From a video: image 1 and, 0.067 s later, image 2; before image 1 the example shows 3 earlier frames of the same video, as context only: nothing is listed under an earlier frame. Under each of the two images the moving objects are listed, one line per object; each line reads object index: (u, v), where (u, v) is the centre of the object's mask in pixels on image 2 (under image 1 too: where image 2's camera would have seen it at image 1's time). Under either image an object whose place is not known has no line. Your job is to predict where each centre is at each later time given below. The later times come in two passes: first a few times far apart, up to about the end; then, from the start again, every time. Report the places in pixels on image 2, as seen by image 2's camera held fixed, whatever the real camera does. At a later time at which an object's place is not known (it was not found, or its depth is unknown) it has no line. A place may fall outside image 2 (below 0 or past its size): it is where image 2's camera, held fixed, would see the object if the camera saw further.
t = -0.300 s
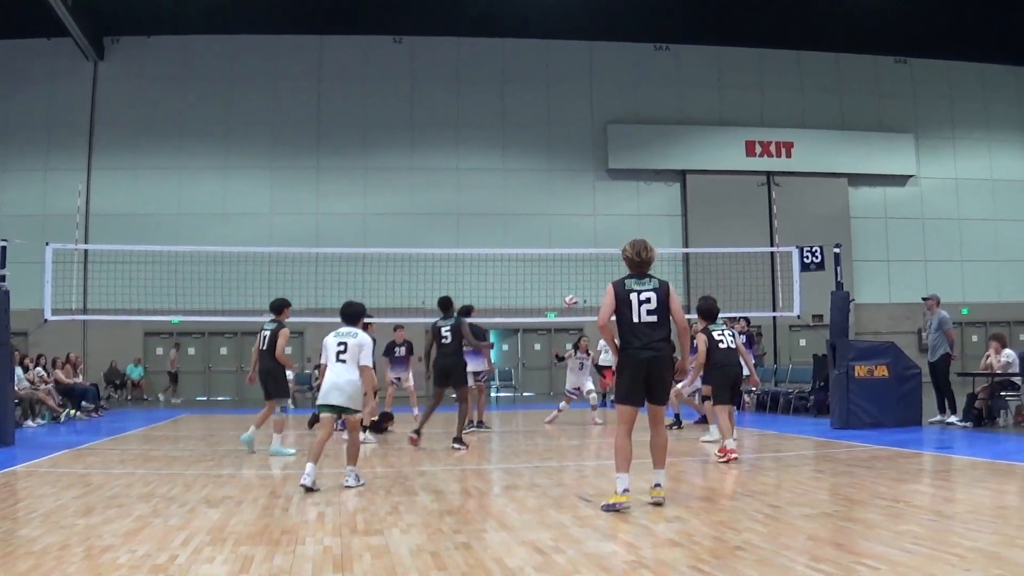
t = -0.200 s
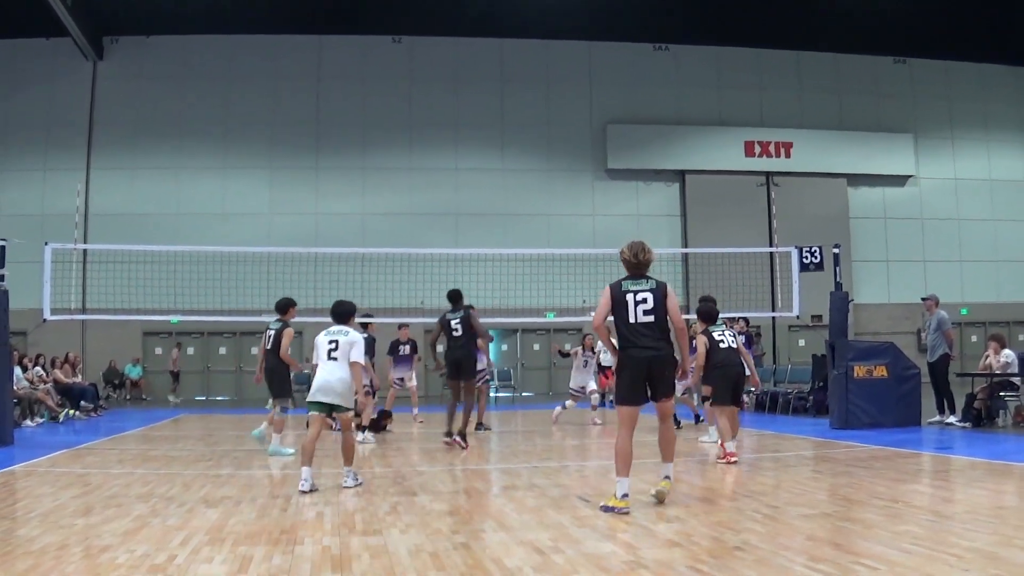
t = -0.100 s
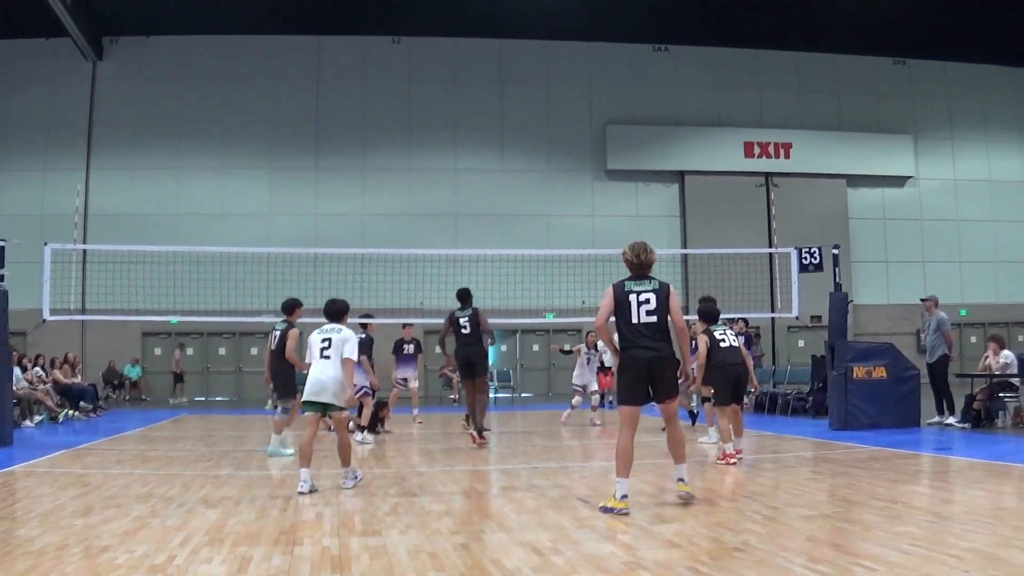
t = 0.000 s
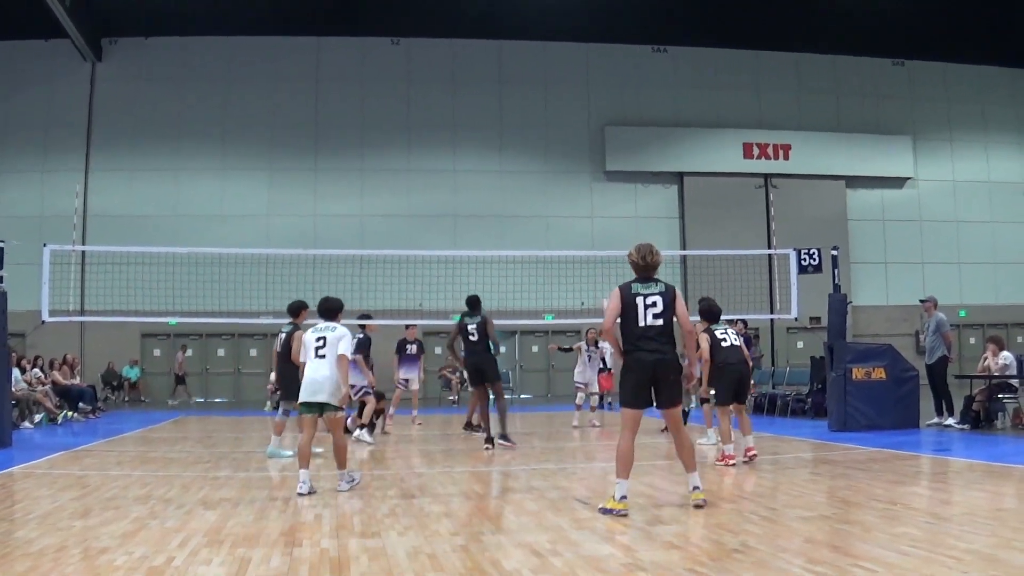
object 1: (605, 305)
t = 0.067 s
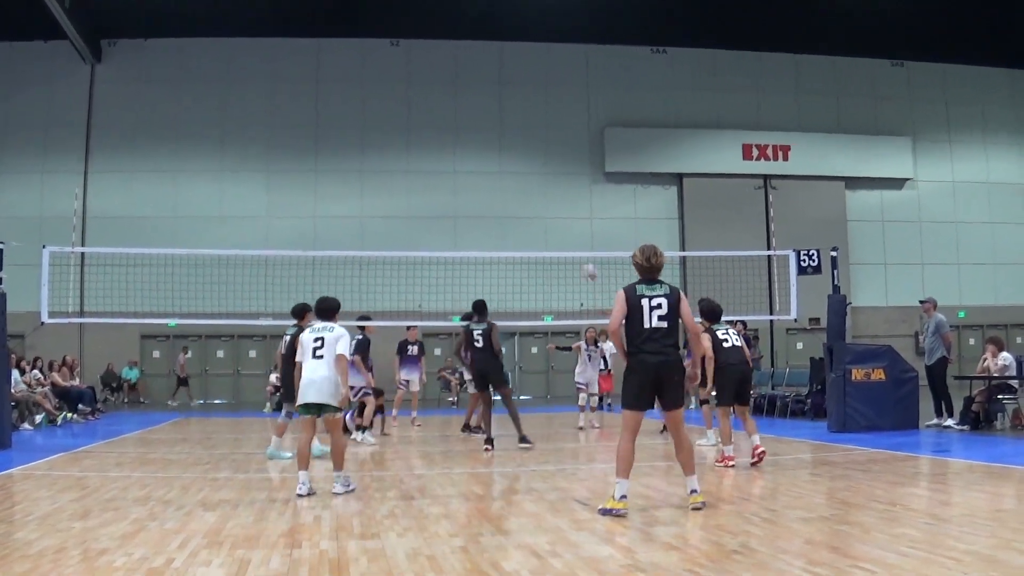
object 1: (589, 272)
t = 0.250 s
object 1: (544, 190)
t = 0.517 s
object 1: (483, 114)
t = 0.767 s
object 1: (432, 84)
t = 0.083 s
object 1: (586, 263)
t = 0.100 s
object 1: (581, 256)
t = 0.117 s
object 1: (577, 245)
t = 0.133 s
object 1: (572, 239)
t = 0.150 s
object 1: (568, 231)
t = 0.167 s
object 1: (564, 224)
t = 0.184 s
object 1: (560, 217)
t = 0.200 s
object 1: (556, 211)
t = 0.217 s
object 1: (553, 204)
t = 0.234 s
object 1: (548, 196)
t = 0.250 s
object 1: (544, 190)
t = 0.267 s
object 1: (540, 184)
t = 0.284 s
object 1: (536, 178)
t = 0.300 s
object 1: (532, 172)
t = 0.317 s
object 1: (528, 166)
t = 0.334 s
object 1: (524, 161)
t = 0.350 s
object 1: (520, 155)
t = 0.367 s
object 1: (516, 150)
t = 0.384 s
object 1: (513, 145)
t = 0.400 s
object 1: (509, 141)
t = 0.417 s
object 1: (505, 137)
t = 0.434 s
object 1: (501, 133)
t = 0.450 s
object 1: (498, 129)
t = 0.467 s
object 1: (494, 125)
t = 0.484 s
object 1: (490, 122)
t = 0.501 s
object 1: (487, 117)
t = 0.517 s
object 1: (483, 114)
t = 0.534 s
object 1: (479, 111)
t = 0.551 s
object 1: (476, 108)
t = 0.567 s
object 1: (472, 105)
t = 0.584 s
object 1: (469, 102)
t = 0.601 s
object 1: (465, 100)
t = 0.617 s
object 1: (462, 97)
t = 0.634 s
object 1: (459, 96)
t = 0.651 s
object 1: (455, 94)
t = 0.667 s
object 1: (452, 92)
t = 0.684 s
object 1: (448, 90)
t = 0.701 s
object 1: (445, 89)
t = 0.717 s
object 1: (441, 87)
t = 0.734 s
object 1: (438, 86)
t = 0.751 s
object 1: (435, 85)
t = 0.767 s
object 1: (432, 84)
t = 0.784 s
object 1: (429, 84)
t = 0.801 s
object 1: (425, 83)
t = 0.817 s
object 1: (422, 82)
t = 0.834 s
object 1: (419, 82)
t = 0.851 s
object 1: (416, 83)
